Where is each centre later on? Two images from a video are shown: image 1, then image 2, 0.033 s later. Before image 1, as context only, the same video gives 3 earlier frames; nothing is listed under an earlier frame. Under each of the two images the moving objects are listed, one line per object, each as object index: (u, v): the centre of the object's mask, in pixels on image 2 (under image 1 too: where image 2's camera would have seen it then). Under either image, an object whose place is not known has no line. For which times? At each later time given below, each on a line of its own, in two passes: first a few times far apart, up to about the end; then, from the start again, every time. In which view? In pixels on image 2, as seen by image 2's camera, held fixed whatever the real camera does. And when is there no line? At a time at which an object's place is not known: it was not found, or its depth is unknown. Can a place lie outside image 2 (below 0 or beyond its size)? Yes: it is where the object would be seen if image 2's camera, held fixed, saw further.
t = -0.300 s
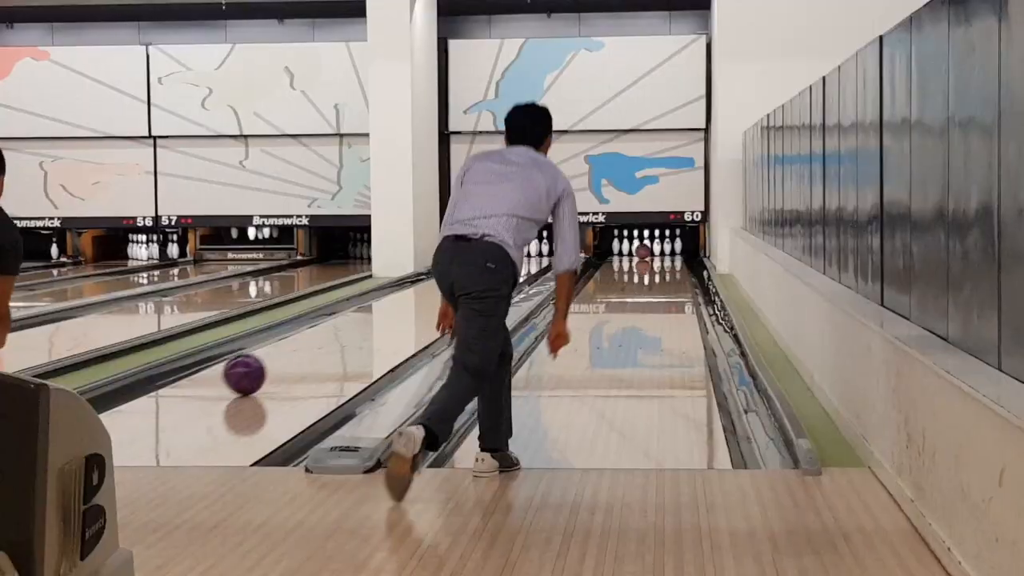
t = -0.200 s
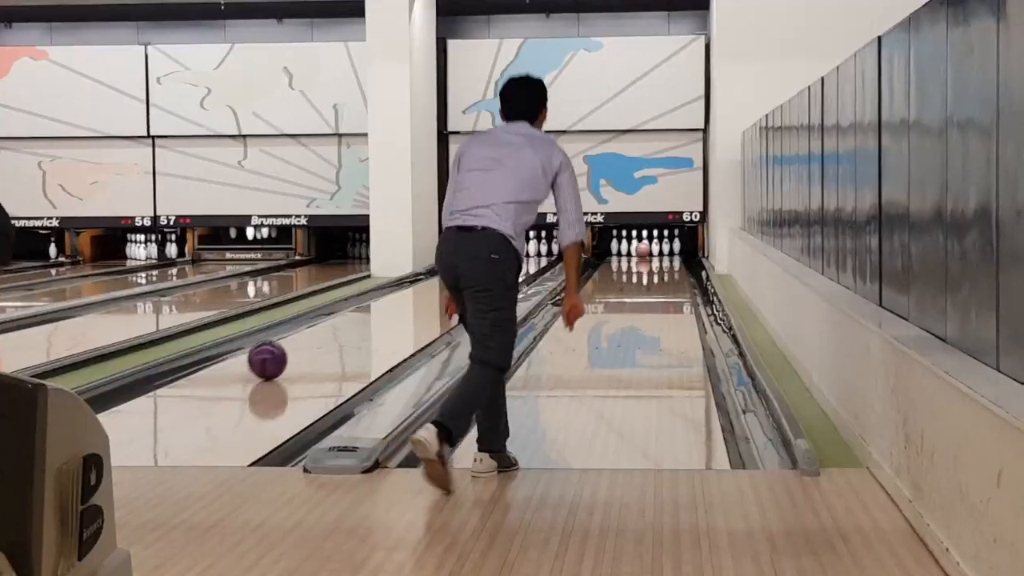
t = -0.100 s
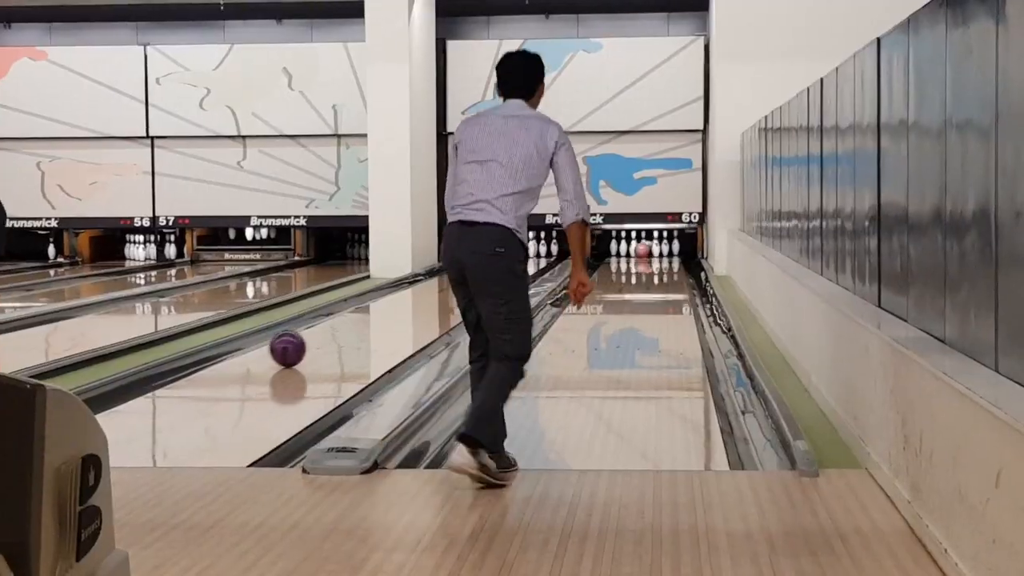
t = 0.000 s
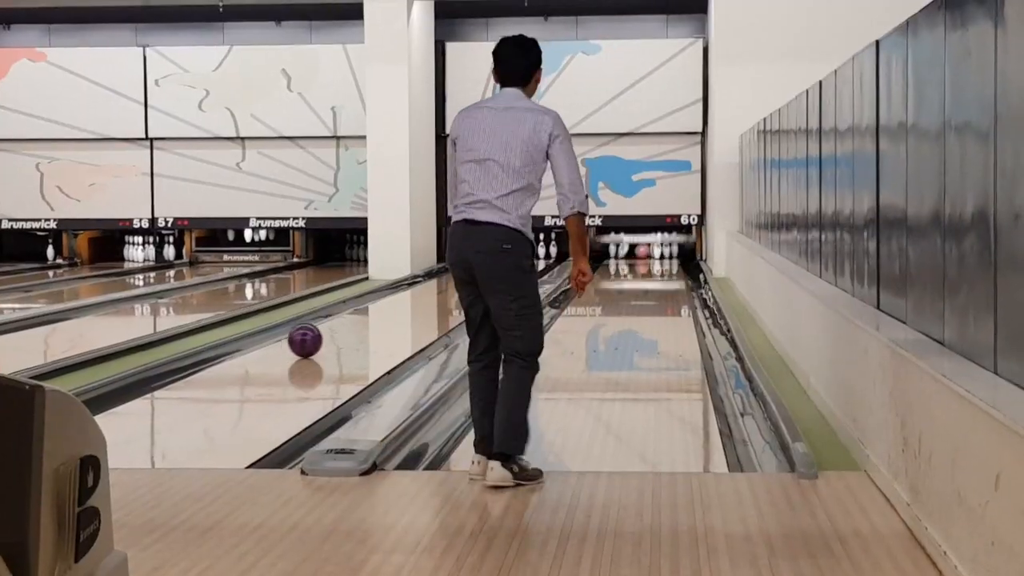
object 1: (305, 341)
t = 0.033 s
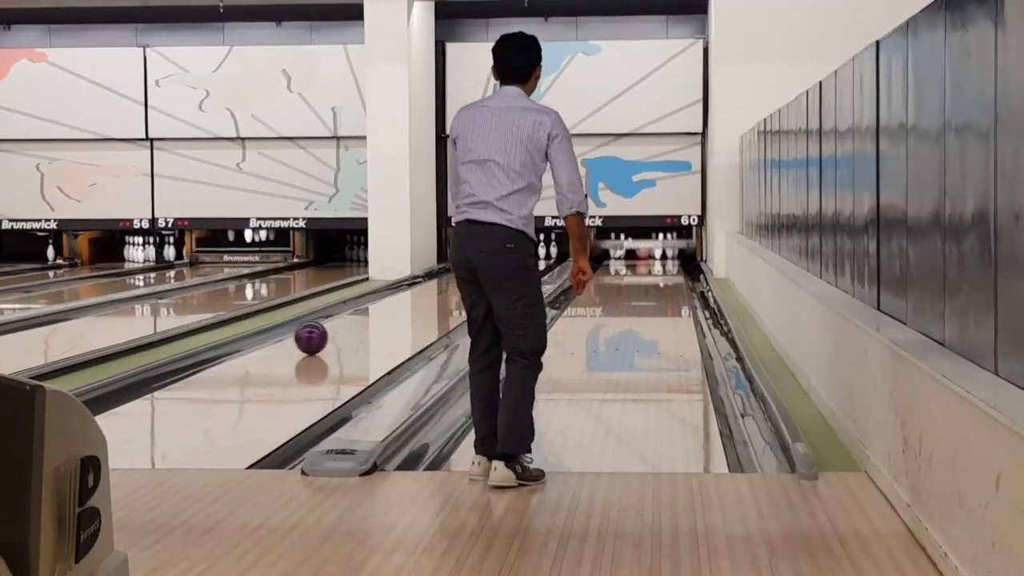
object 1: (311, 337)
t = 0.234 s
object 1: (341, 322)
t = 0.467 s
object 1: (368, 307)
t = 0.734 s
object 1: (393, 295)
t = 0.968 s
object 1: (410, 285)
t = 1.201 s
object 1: (424, 278)
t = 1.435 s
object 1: (436, 271)
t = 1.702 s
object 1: (447, 266)
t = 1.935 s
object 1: (454, 264)
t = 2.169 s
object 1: (464, 261)
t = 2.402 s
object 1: (474, 258)
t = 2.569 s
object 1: (481, 256)
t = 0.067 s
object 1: (316, 335)
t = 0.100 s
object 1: (321, 332)
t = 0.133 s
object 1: (327, 329)
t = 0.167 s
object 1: (331, 327)
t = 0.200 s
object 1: (336, 325)
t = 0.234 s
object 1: (341, 322)
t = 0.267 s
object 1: (345, 320)
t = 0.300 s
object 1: (349, 318)
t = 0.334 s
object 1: (353, 315)
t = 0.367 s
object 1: (357, 313)
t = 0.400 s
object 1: (361, 311)
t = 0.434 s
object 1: (364, 309)
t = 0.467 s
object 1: (368, 307)
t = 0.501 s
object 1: (371, 305)
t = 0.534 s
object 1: (374, 303)
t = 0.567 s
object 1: (378, 302)
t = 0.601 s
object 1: (381, 300)
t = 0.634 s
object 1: (384, 298)
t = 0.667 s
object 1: (387, 297)
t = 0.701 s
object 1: (389, 295)
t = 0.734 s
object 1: (393, 295)
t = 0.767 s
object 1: (395, 293)
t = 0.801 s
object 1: (398, 292)
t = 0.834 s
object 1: (401, 290)
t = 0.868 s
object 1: (403, 289)
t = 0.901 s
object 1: (405, 287)
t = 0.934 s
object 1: (407, 286)
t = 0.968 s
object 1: (410, 285)
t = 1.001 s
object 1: (412, 283)
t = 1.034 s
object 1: (414, 283)
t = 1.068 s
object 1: (416, 282)
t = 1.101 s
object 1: (418, 281)
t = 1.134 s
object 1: (420, 280)
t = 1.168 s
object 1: (422, 279)
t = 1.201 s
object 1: (424, 278)
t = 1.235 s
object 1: (426, 277)
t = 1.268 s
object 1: (428, 276)
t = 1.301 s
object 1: (429, 275)
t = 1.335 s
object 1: (431, 274)
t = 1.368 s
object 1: (432, 273)
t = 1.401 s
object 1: (434, 272)
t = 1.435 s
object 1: (436, 271)
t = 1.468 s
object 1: (437, 271)
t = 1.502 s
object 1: (439, 270)
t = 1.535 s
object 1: (441, 269)
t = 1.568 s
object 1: (442, 268)
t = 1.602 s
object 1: (444, 267)
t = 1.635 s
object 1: (445, 266)
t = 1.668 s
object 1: (446, 266)
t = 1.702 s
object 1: (447, 266)
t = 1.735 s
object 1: (447, 266)
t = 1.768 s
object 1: (448, 266)
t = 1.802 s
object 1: (449, 266)
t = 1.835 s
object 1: (449, 267)
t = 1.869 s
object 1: (449, 266)
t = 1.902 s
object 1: (452, 265)
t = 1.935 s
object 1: (454, 264)
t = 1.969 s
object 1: (456, 263)
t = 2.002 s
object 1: (457, 263)
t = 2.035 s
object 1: (459, 262)
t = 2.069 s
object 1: (461, 261)
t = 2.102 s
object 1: (462, 262)
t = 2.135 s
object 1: (463, 261)
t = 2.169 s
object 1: (464, 261)
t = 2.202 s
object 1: (466, 260)
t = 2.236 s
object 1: (466, 261)
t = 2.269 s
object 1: (467, 259)
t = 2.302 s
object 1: (468, 260)
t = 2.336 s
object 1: (468, 260)
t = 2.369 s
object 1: (474, 258)
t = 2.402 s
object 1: (474, 258)
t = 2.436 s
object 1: (476, 258)
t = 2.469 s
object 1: (478, 257)
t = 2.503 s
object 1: (479, 258)
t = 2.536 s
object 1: (478, 256)
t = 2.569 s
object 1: (481, 256)
